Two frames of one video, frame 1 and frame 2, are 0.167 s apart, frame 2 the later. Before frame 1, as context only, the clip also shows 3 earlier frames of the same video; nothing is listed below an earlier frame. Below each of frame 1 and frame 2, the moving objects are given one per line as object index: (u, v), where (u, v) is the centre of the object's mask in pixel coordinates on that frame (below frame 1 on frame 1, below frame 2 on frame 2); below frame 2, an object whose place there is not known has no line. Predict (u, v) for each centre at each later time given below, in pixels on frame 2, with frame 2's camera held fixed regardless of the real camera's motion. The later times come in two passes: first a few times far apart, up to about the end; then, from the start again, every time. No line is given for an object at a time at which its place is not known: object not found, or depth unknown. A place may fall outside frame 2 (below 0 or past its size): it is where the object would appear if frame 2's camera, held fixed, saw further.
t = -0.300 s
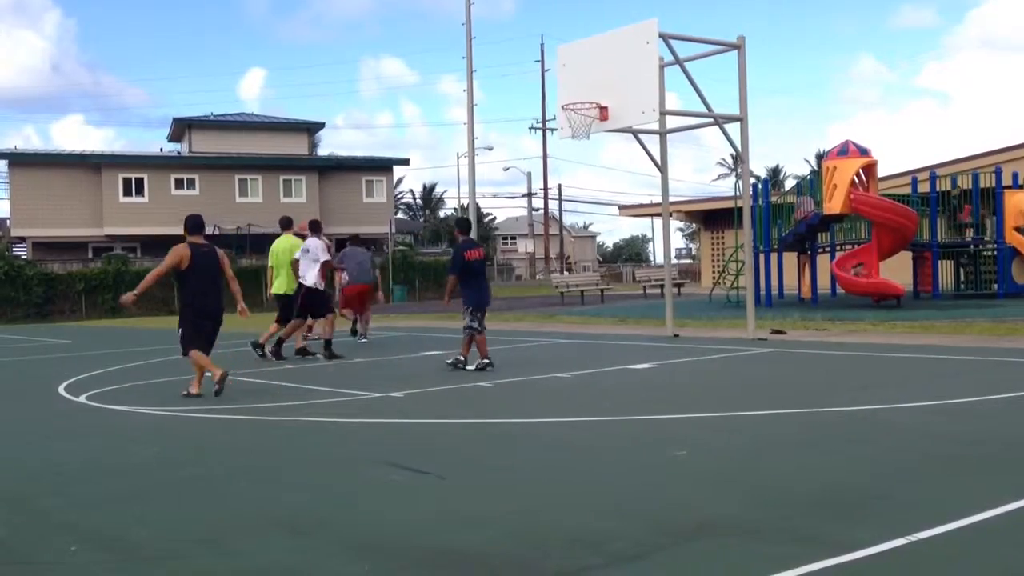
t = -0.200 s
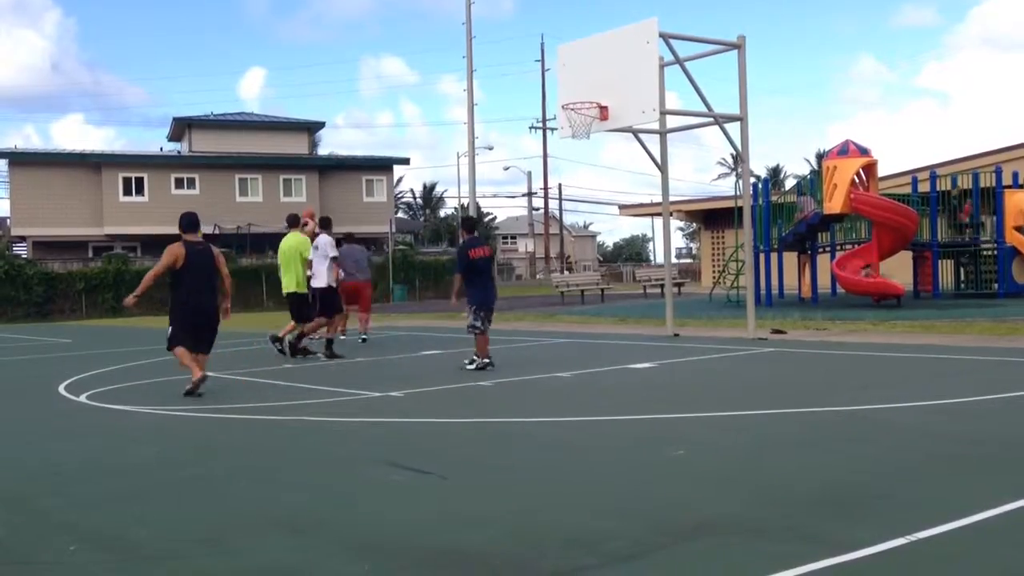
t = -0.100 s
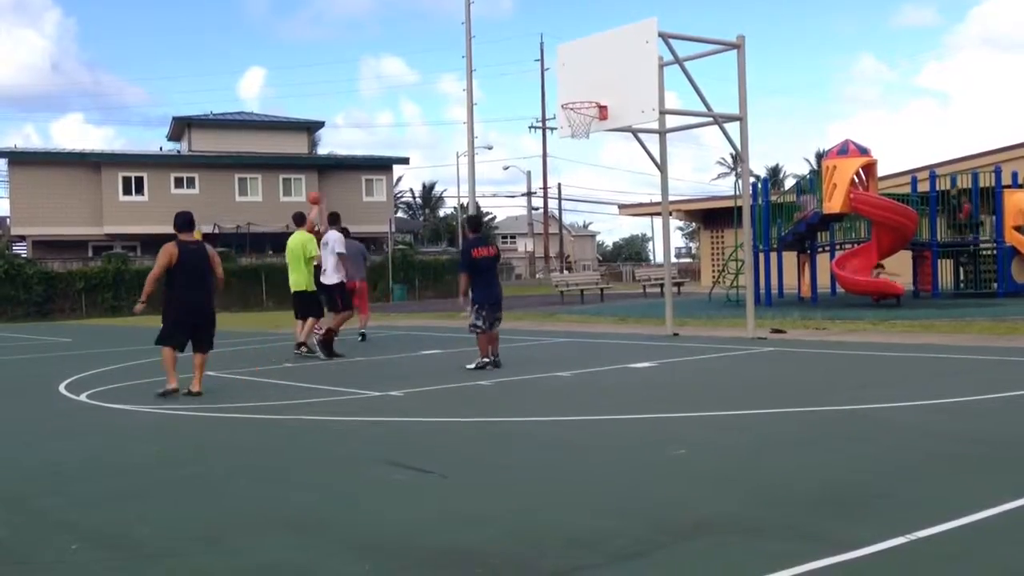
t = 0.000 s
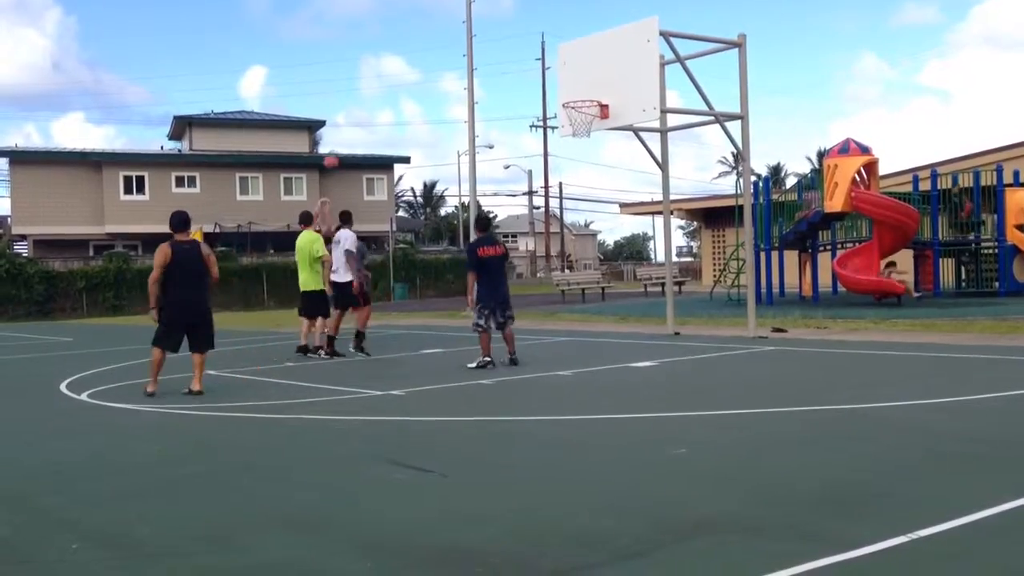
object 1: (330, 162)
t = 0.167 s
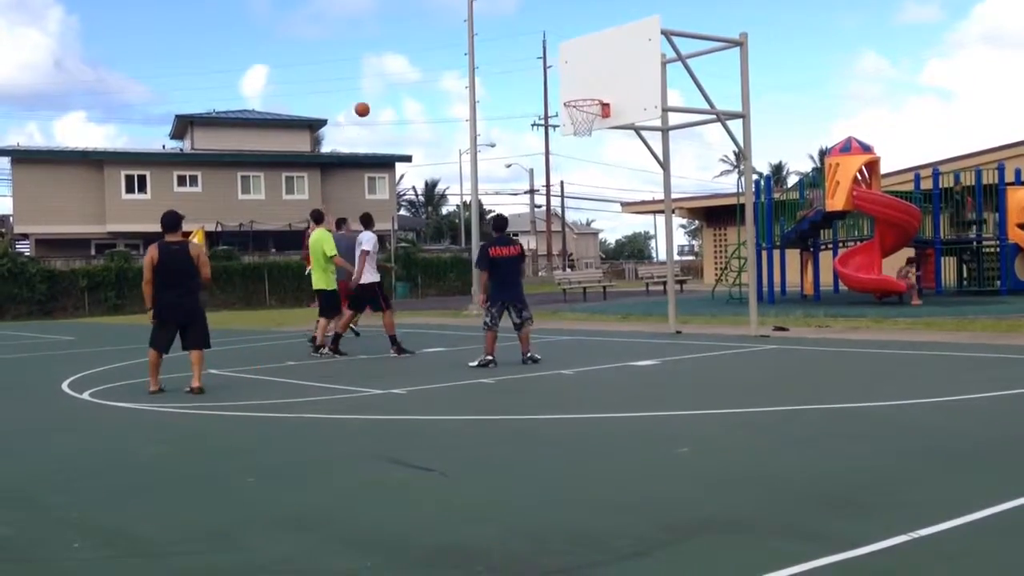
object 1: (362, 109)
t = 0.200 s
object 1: (368, 100)
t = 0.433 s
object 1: (415, 53)
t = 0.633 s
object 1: (458, 37)
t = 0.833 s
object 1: (508, 47)
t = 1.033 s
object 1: (563, 90)
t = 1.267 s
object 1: (609, 65)
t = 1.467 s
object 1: (650, 67)
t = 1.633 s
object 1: (687, 96)
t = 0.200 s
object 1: (368, 100)
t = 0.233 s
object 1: (374, 92)
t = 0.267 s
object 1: (381, 84)
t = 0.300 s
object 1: (387, 77)
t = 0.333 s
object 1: (394, 70)
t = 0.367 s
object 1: (401, 64)
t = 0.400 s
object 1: (407, 58)
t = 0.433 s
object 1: (415, 53)
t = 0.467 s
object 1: (421, 48)
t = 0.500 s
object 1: (428, 45)
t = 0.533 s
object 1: (436, 42)
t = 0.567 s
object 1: (443, 39)
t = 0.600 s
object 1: (451, 38)
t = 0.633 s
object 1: (458, 37)
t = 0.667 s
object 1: (466, 36)
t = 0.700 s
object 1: (474, 37)
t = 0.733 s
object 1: (482, 38)
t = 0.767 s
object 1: (491, 40)
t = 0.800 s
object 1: (499, 43)
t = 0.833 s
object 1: (508, 47)
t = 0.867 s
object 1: (517, 52)
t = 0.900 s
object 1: (526, 58)
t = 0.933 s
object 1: (535, 64)
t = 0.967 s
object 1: (544, 72)
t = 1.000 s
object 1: (554, 80)
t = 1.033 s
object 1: (563, 90)
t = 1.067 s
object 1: (571, 94)
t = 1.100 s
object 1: (577, 88)
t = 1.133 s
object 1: (583, 82)
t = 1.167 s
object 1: (590, 76)
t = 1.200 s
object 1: (596, 72)
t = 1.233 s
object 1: (603, 68)
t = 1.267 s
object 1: (609, 65)
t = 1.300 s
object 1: (616, 63)
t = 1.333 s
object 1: (622, 62)
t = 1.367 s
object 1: (629, 61)
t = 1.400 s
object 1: (636, 62)
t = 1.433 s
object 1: (643, 64)
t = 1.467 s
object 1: (650, 67)
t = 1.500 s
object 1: (657, 71)
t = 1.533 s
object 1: (665, 76)
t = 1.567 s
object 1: (672, 81)
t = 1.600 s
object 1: (679, 88)
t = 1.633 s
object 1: (687, 96)
